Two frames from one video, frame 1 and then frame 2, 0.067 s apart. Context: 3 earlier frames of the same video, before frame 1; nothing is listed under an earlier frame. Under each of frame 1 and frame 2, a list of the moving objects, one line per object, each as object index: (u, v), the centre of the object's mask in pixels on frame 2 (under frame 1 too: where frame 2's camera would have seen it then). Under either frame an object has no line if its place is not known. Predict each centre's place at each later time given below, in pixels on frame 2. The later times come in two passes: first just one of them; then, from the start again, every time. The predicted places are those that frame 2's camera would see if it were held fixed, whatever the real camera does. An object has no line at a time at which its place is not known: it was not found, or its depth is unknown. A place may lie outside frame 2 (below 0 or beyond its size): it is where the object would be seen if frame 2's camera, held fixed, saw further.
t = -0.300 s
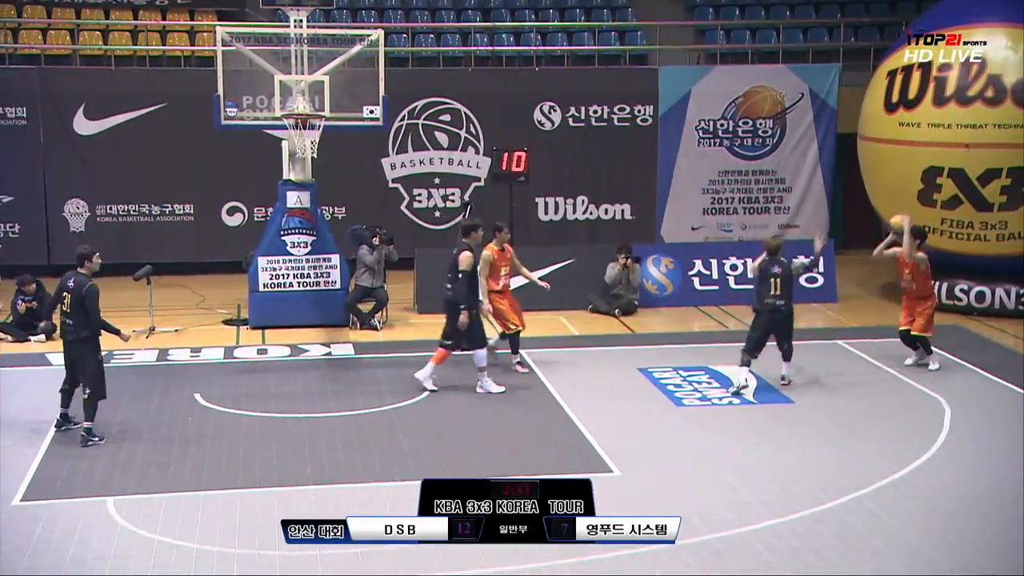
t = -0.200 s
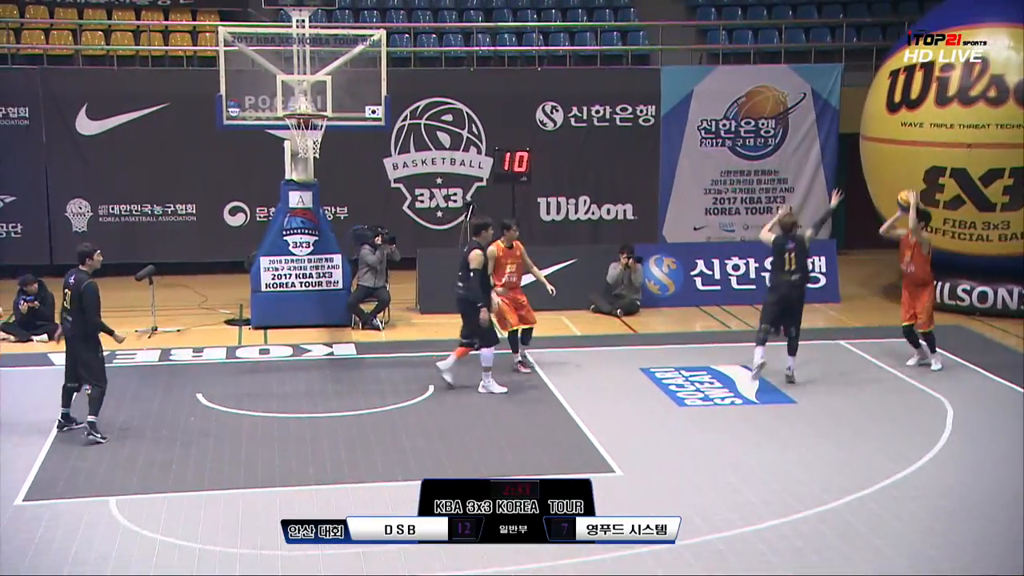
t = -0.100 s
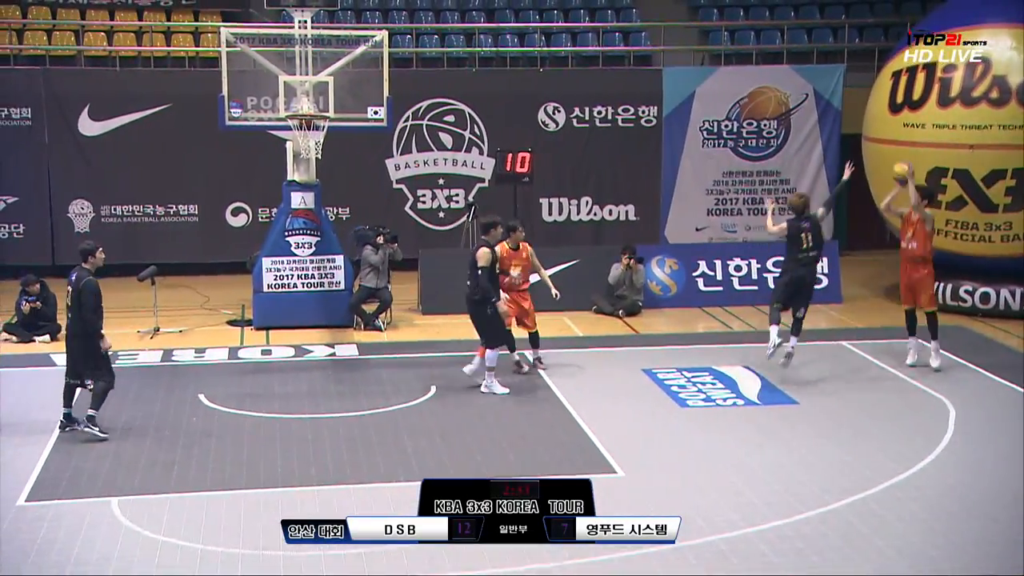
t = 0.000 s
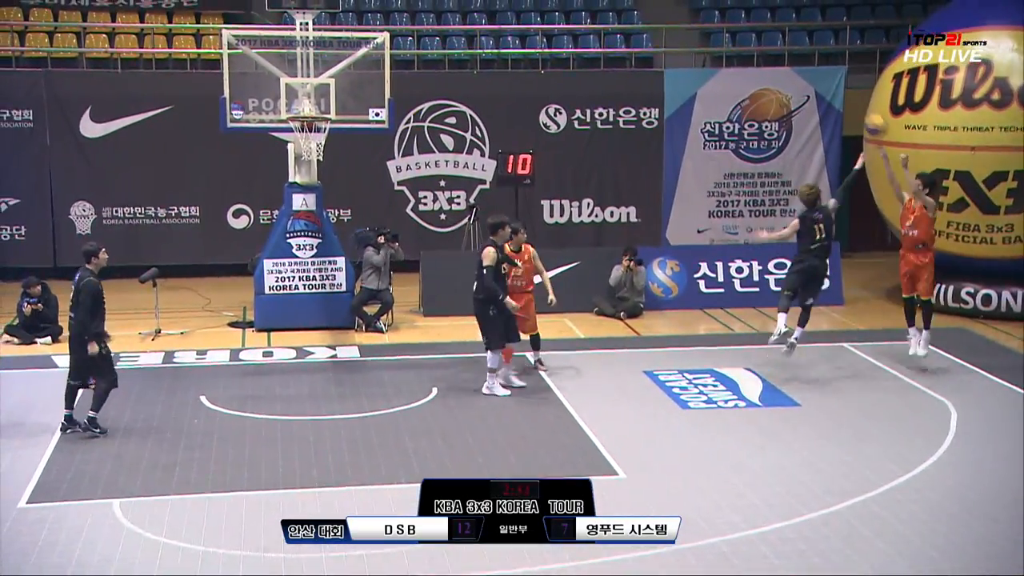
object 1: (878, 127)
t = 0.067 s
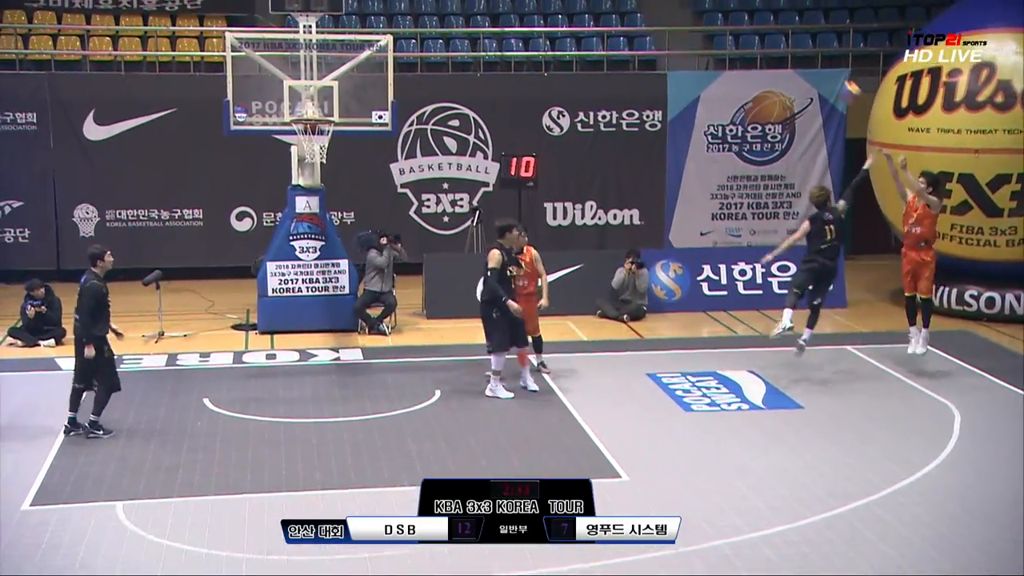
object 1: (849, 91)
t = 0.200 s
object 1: (789, 33)
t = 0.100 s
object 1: (834, 77)
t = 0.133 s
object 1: (819, 61)
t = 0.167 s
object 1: (803, 47)
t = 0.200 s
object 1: (789, 33)
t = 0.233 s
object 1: (775, 20)
